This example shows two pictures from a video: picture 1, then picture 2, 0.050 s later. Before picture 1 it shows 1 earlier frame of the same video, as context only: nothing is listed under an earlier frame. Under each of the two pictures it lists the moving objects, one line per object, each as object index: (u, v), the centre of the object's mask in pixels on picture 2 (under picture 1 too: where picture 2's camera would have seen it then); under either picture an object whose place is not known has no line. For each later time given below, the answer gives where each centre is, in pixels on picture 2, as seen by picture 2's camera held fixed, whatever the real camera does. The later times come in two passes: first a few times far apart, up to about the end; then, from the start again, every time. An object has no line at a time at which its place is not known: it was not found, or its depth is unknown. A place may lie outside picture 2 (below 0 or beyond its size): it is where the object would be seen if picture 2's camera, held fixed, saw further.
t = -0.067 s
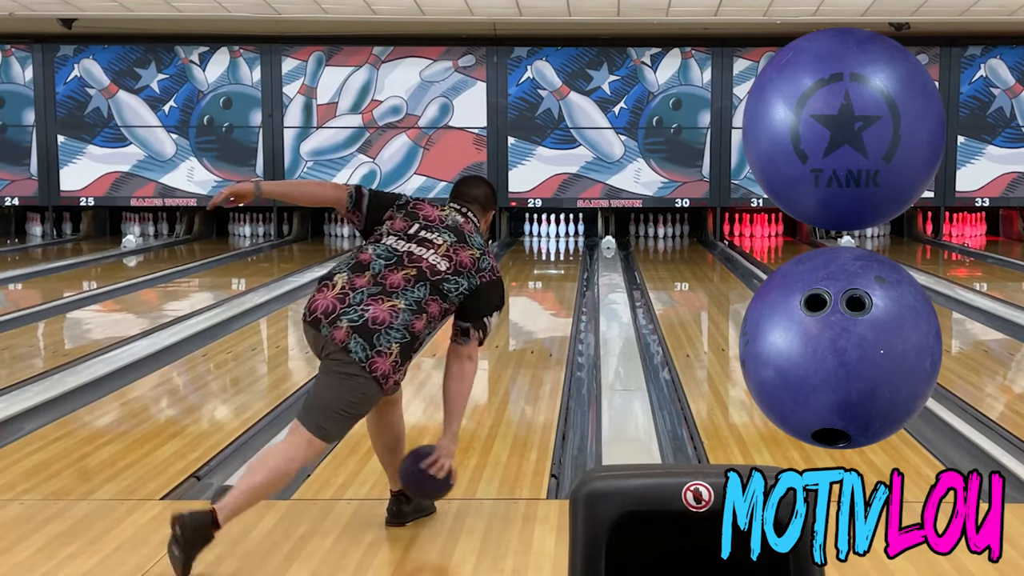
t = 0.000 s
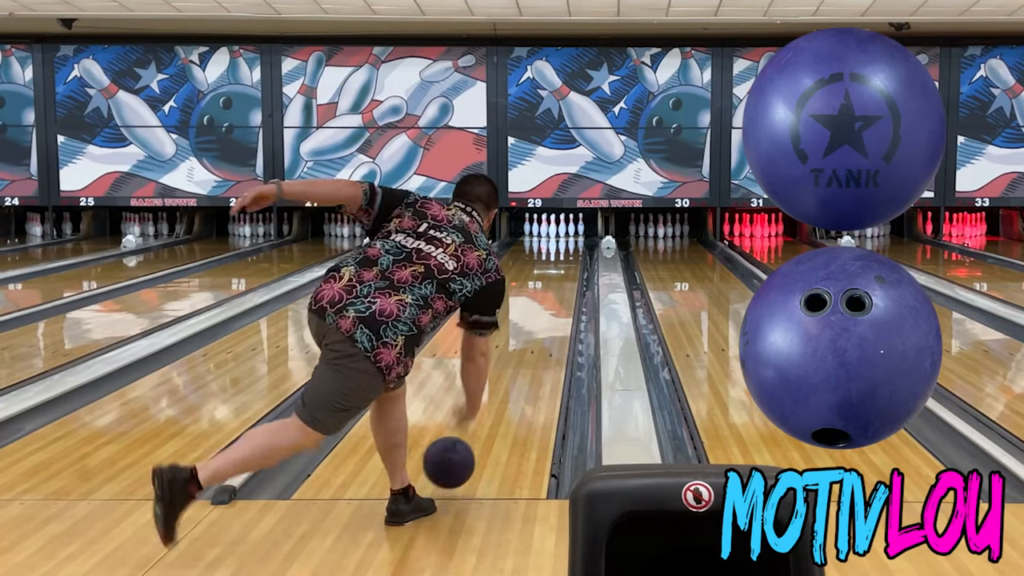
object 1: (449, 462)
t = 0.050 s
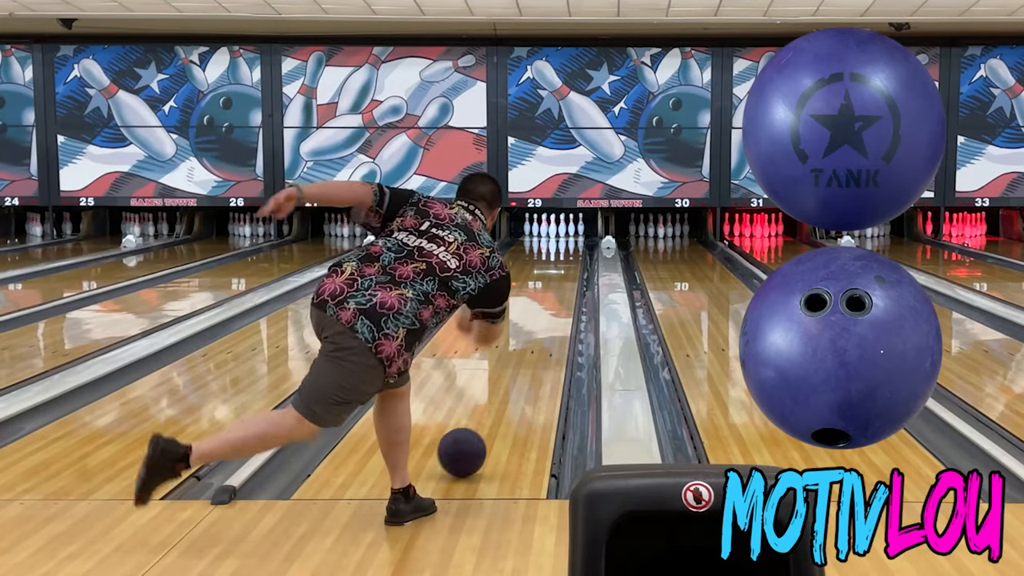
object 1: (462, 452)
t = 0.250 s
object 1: (500, 392)
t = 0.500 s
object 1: (529, 344)
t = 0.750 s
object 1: (548, 312)
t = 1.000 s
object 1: (560, 290)
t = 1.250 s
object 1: (567, 273)
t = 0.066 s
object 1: (466, 446)
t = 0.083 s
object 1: (469, 440)
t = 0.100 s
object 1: (473, 434)
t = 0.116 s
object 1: (476, 429)
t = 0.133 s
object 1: (480, 424)
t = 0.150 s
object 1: (483, 419)
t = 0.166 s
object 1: (486, 414)
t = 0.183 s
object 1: (489, 410)
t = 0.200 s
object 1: (492, 405)
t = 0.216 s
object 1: (494, 400)
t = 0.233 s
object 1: (497, 396)
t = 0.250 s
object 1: (500, 392)
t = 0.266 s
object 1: (502, 388)
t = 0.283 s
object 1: (504, 385)
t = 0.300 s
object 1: (507, 381)
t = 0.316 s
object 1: (509, 377)
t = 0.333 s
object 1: (511, 374)
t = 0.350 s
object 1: (513, 370)
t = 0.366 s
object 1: (515, 367)
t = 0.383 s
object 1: (517, 364)
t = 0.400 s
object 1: (519, 361)
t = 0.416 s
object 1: (521, 358)
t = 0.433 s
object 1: (523, 355)
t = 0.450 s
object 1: (525, 352)
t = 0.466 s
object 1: (526, 349)
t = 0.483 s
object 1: (528, 346)
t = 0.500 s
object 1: (529, 344)
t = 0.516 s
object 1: (531, 341)
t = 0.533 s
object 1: (532, 339)
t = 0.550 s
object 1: (534, 337)
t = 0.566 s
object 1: (537, 337)
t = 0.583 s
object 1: (541, 334)
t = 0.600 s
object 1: (542, 331)
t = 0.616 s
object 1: (541, 328)
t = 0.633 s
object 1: (541, 325)
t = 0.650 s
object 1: (542, 323)
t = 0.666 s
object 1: (543, 321)
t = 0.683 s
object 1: (544, 319)
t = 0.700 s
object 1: (545, 317)
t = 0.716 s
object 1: (546, 315)
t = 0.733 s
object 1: (547, 313)
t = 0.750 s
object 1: (548, 312)
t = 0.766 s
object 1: (549, 310)
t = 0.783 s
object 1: (550, 308)
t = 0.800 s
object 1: (551, 307)
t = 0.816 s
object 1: (552, 305)
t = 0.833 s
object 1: (553, 303)
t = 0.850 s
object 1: (554, 302)
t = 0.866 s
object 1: (555, 300)
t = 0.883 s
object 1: (555, 299)
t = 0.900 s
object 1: (556, 298)
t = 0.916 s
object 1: (557, 296)
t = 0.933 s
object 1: (557, 295)
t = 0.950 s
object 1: (558, 293)
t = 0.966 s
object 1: (559, 292)
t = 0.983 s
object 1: (559, 291)
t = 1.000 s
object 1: (560, 290)
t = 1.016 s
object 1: (561, 288)
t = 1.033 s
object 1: (561, 287)
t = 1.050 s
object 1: (562, 286)
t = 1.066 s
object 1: (562, 285)
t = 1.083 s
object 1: (563, 284)
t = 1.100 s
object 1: (563, 283)
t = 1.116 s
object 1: (564, 281)
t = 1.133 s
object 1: (564, 280)
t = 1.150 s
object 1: (565, 279)
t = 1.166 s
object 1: (565, 278)
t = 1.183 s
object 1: (566, 277)
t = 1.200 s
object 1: (566, 276)
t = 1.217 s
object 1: (567, 275)
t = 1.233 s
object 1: (567, 274)
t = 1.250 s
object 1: (567, 273)
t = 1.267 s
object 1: (568, 272)
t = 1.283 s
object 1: (568, 271)
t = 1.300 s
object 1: (568, 270)
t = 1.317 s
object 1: (568, 269)
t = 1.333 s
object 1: (569, 269)
